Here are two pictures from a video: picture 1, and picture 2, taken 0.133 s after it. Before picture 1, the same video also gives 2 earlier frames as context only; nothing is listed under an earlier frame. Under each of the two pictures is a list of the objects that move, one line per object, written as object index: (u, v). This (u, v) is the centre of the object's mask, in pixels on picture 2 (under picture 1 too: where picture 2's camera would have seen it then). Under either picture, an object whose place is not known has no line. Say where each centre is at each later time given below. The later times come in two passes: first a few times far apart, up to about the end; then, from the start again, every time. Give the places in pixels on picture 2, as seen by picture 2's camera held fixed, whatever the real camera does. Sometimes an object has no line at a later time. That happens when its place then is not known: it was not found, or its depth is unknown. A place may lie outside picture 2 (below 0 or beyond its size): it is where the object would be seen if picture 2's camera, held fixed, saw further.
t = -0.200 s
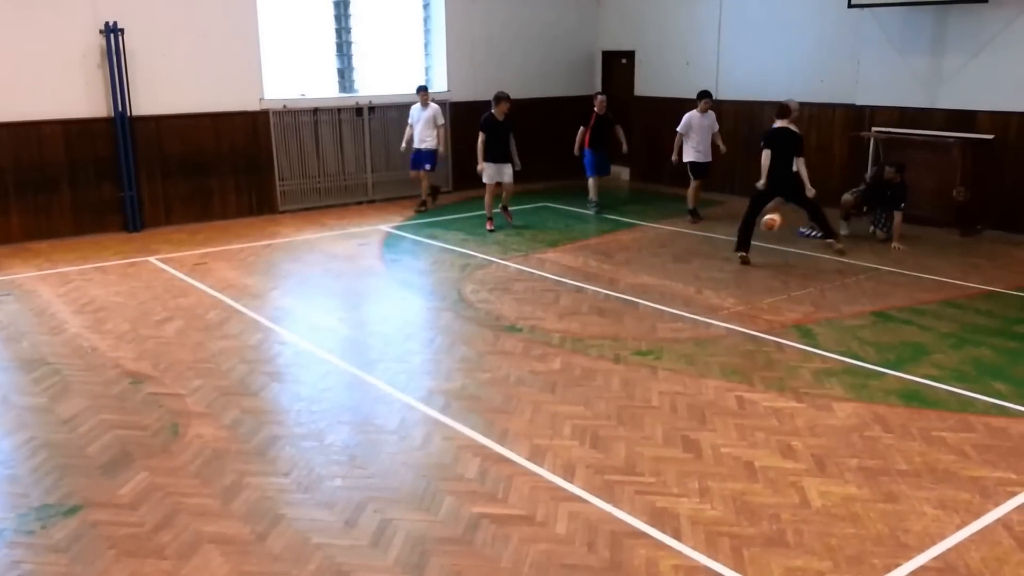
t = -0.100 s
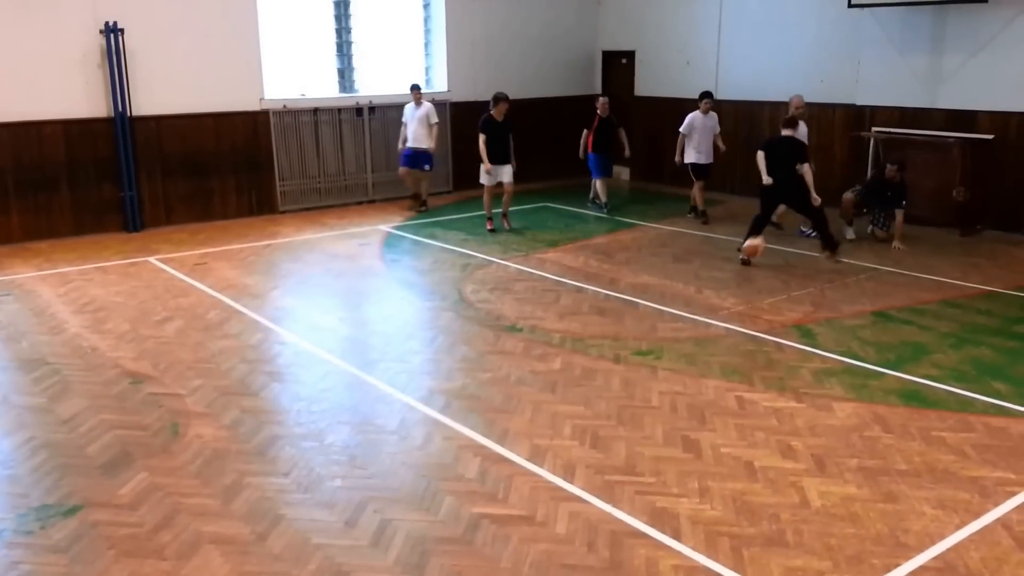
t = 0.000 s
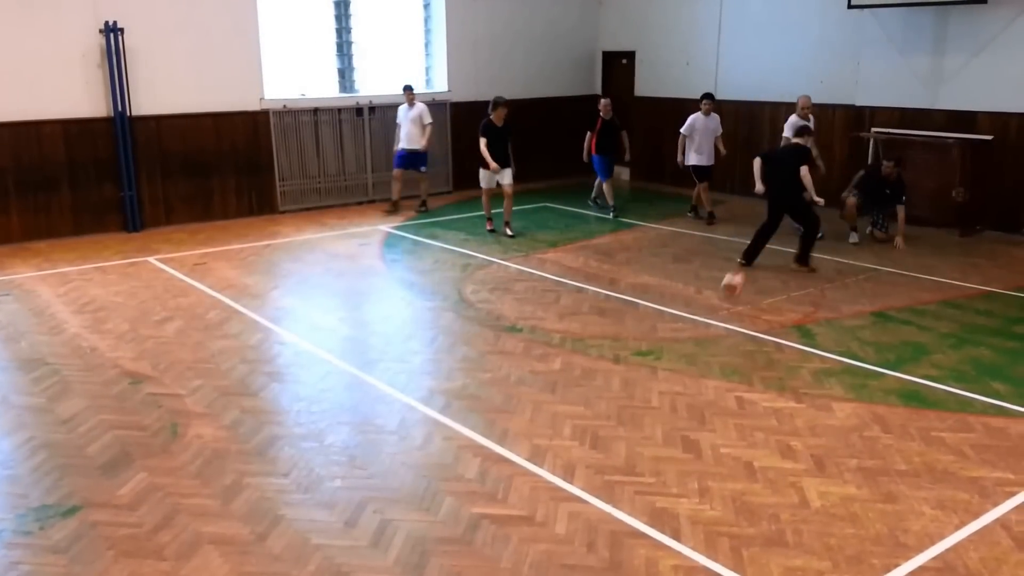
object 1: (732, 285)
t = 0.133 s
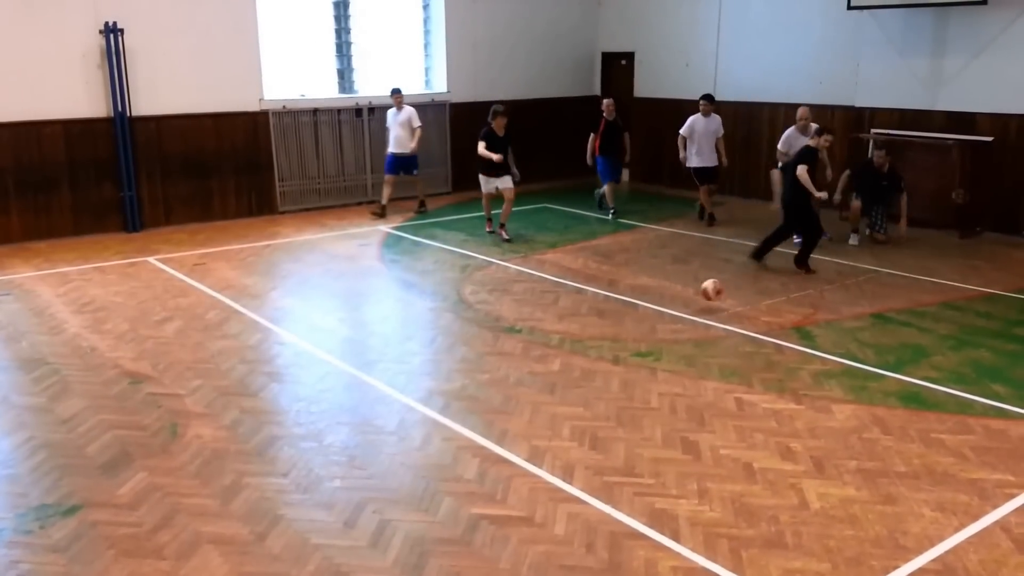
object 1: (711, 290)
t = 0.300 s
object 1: (685, 303)
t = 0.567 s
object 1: (635, 341)
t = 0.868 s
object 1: (576, 373)
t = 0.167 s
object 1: (707, 290)
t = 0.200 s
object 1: (702, 292)
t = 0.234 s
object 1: (696, 295)
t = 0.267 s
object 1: (690, 299)
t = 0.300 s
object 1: (685, 303)
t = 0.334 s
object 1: (677, 312)
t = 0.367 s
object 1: (671, 324)
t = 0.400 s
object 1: (666, 328)
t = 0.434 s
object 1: (660, 328)
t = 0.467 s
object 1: (654, 329)
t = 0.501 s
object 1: (645, 335)
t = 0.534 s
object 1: (641, 336)
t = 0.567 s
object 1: (635, 341)
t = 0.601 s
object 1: (629, 346)
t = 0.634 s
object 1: (622, 349)
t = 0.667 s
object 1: (617, 351)
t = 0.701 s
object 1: (610, 355)
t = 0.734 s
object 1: (604, 360)
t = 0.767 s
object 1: (597, 363)
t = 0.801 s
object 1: (590, 366)
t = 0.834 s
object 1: (583, 370)
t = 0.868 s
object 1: (576, 373)
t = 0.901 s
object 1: (569, 377)
